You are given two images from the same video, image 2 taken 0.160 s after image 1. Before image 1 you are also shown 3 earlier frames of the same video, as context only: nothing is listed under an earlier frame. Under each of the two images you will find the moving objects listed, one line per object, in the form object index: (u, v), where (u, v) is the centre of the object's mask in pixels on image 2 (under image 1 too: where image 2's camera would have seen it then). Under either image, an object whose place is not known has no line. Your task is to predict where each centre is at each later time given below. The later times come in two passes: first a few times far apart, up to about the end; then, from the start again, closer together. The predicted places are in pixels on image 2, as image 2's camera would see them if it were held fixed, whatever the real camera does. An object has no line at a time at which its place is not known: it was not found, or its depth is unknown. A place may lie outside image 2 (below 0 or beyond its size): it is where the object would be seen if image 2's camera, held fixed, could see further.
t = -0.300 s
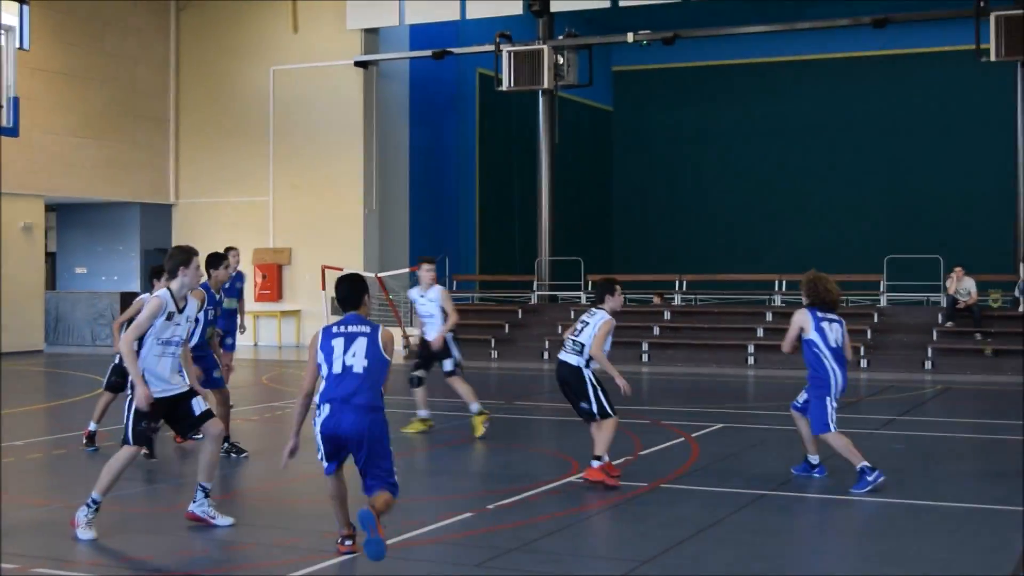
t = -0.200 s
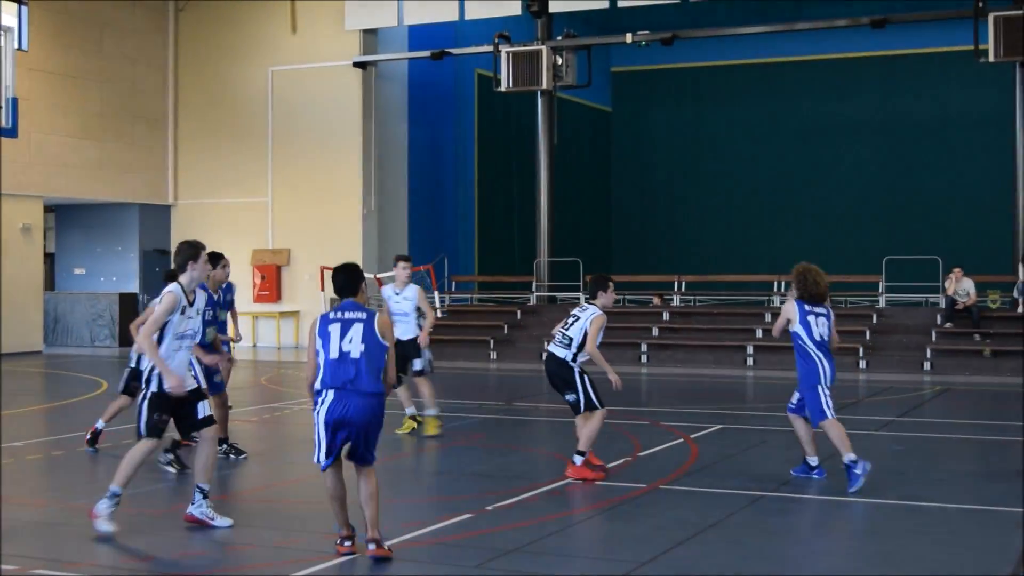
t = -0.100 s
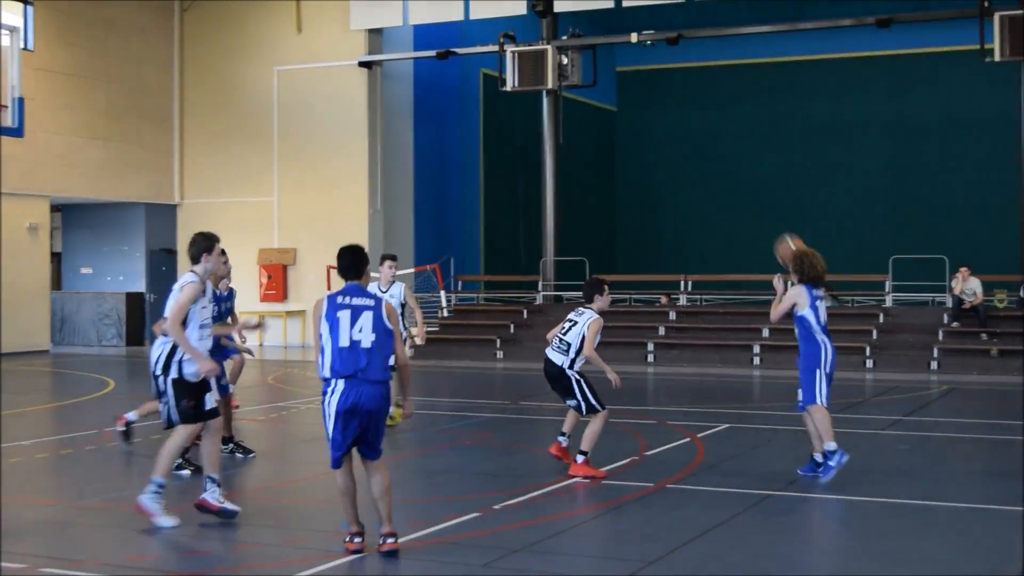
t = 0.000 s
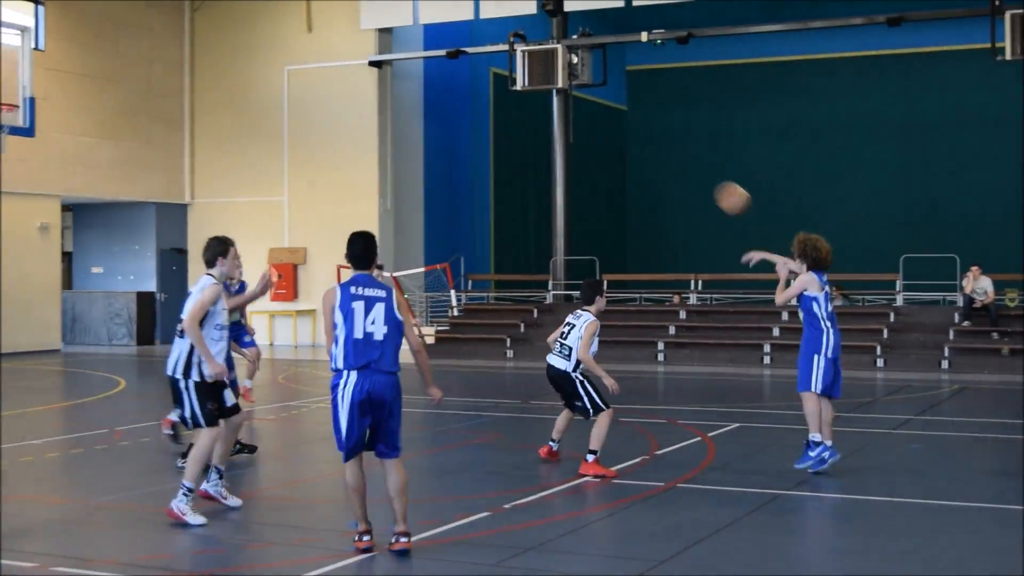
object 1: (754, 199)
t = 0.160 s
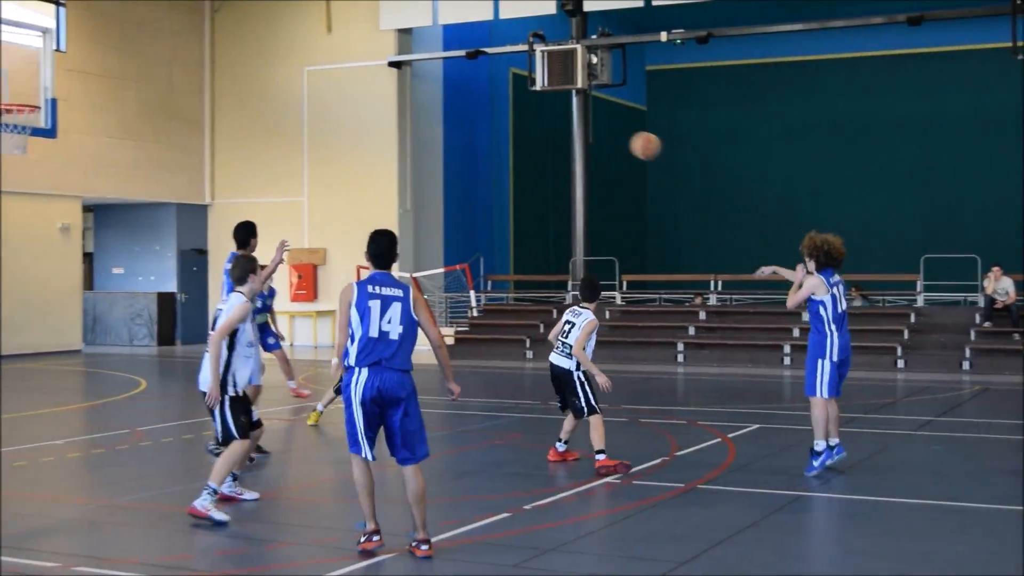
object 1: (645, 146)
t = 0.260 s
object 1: (587, 131)
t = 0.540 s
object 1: (449, 143)
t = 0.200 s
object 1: (621, 139)
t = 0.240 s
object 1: (598, 134)
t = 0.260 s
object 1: (587, 131)
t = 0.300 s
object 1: (562, 128)
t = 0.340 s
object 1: (543, 127)
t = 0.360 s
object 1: (533, 127)
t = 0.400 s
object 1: (513, 127)
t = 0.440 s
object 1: (493, 131)
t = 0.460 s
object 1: (484, 133)
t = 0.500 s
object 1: (466, 137)
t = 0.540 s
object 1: (449, 143)
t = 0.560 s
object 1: (440, 146)
